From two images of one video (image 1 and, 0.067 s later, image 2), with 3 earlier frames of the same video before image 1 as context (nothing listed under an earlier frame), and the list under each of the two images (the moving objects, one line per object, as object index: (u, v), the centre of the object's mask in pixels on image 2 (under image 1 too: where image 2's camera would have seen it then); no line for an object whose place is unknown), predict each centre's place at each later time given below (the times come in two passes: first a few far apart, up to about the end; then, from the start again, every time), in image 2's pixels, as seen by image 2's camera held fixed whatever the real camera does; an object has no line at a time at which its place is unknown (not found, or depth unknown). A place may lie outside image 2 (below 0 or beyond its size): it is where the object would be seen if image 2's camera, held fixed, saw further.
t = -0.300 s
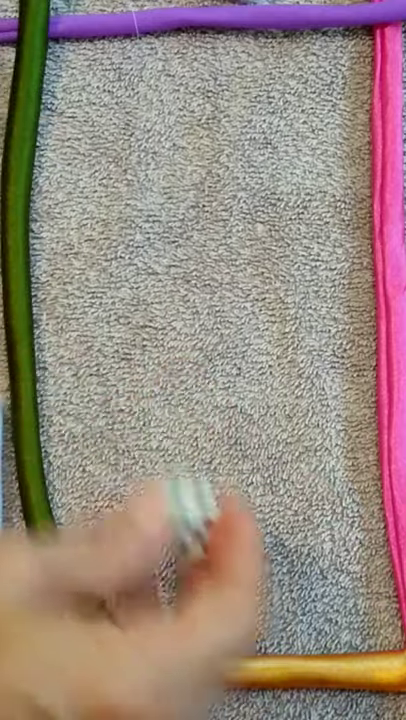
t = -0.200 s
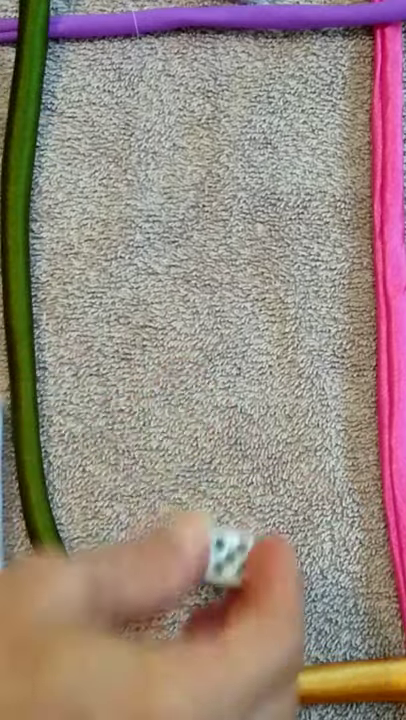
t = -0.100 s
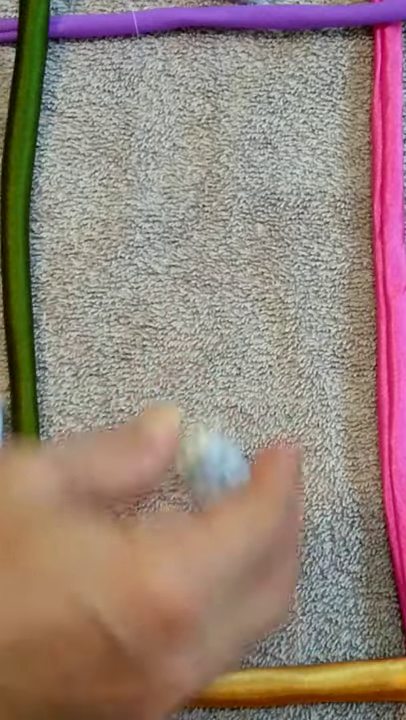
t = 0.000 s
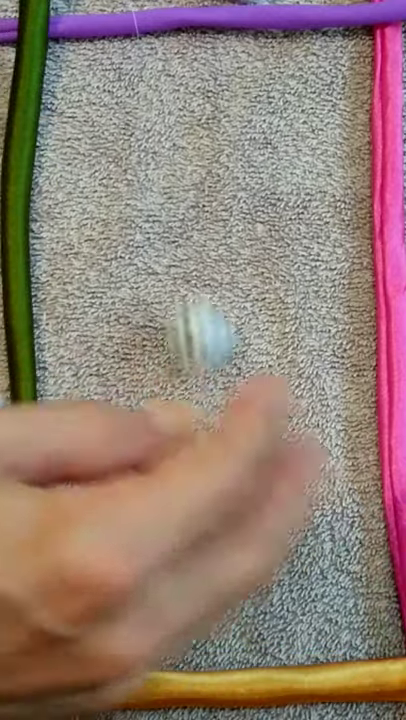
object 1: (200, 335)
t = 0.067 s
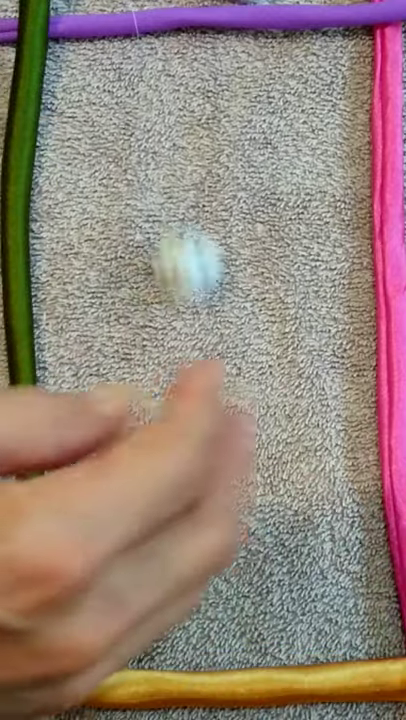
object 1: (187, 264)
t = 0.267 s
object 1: (188, 153)
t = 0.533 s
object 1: (182, 155)
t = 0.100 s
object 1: (183, 239)
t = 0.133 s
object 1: (173, 215)
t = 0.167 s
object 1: (175, 194)
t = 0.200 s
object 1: (178, 180)
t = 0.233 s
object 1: (186, 169)
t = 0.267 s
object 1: (188, 153)
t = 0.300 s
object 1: (182, 149)
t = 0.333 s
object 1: (181, 150)
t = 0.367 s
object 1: (182, 155)
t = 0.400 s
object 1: (182, 155)
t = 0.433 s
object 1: (182, 154)
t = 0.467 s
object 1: (182, 155)
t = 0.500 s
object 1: (182, 155)
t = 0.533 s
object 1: (182, 155)
